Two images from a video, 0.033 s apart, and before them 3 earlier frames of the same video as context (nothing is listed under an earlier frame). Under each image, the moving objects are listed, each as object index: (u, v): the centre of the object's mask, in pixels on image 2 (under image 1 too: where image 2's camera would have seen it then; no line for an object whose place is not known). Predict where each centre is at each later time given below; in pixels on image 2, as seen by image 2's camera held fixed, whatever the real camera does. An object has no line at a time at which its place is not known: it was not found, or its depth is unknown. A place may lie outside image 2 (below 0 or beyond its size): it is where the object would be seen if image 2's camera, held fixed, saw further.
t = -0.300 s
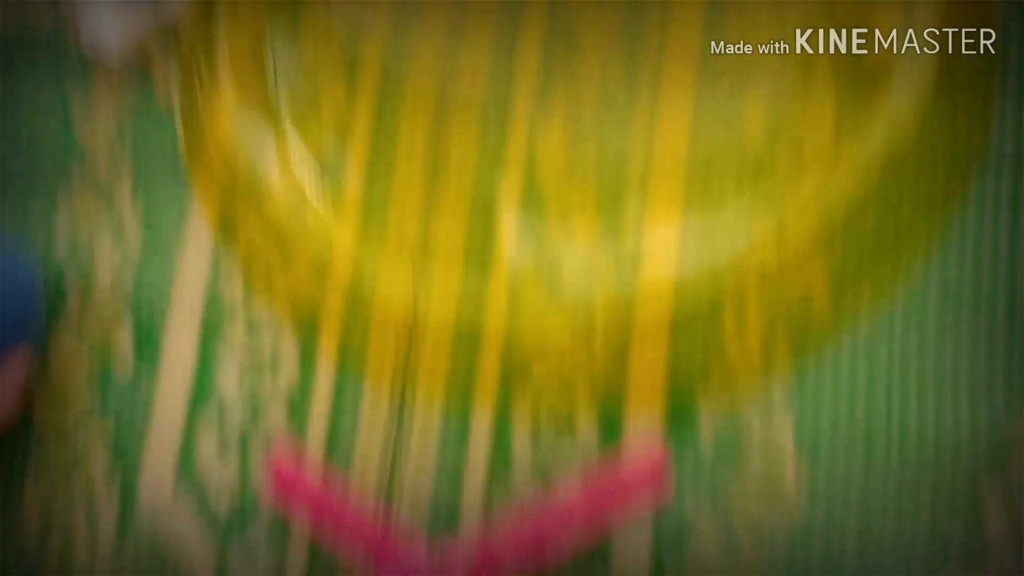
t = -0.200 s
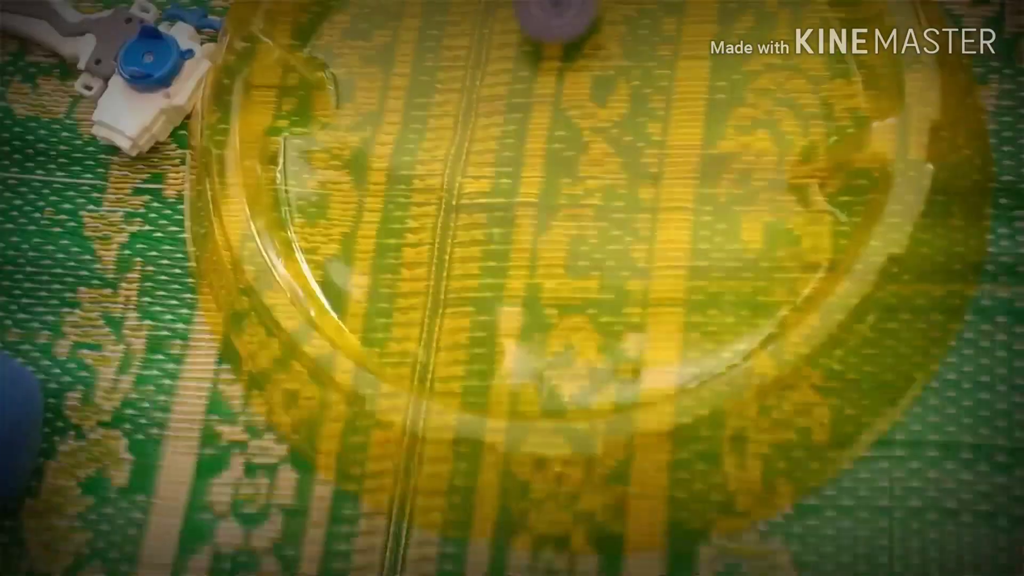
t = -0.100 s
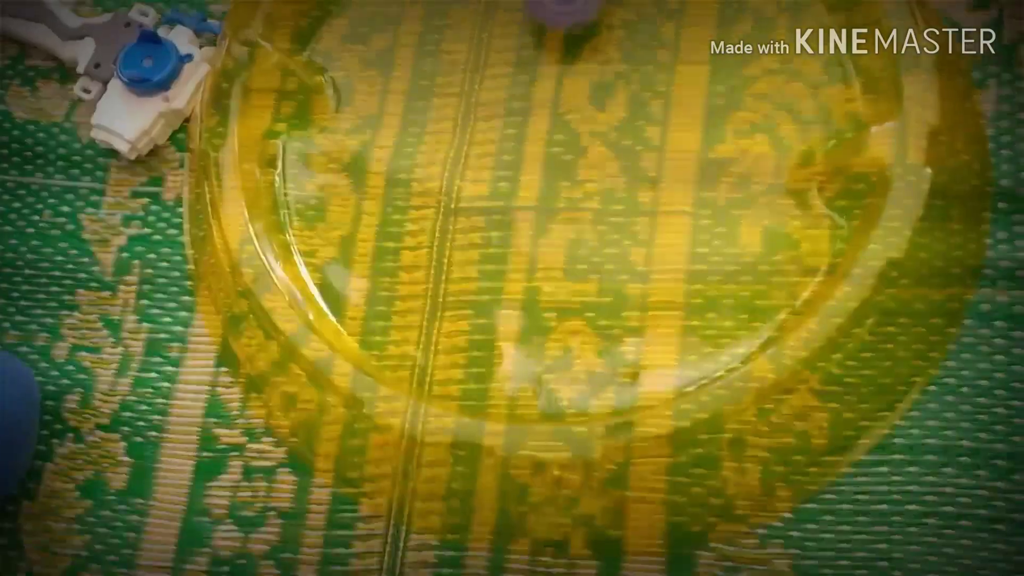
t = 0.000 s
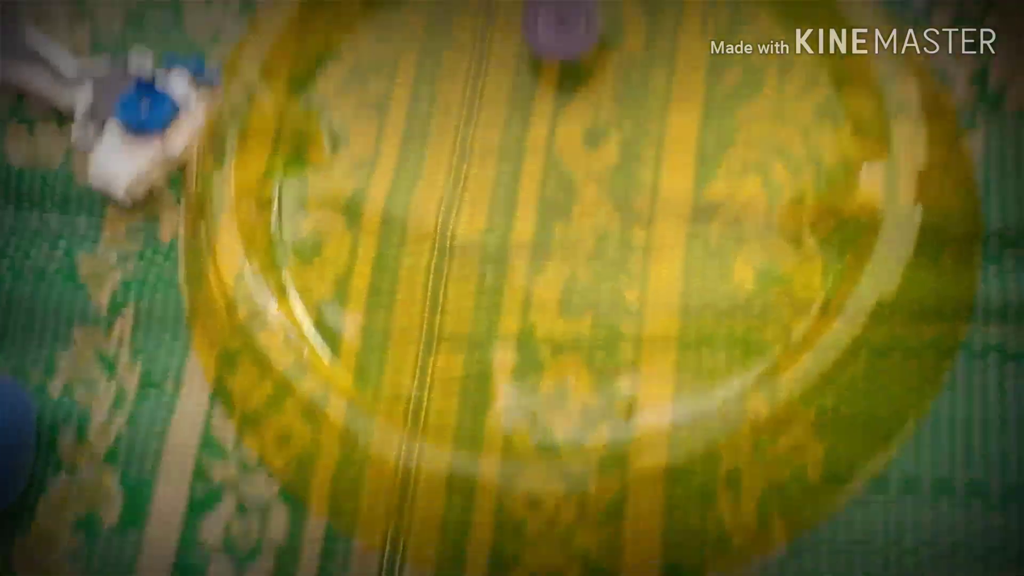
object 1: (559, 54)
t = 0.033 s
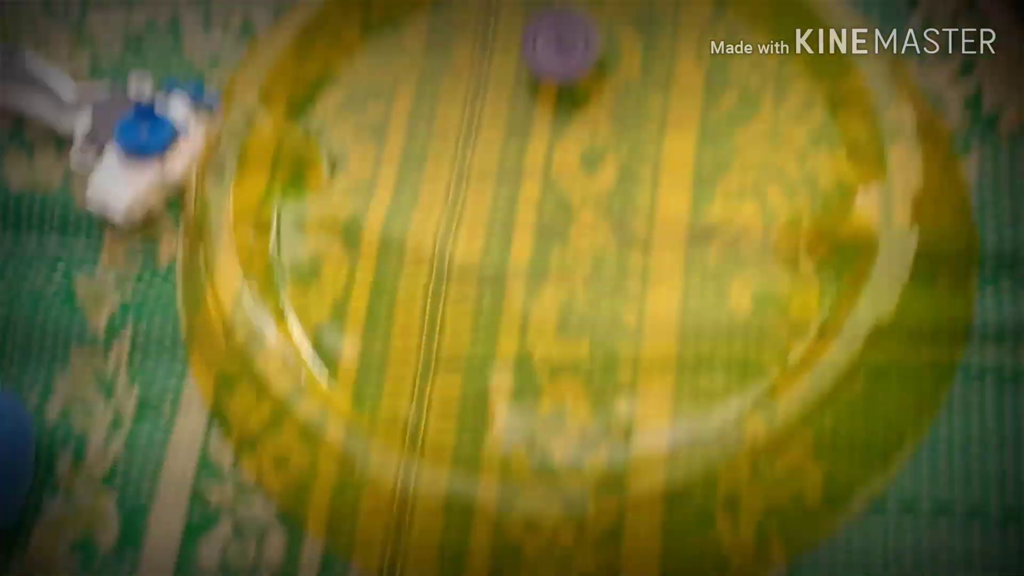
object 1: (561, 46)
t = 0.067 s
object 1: (563, 41)
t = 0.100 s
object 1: (565, 38)
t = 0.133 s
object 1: (567, 37)
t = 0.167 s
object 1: (570, 37)
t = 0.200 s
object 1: (573, 37)
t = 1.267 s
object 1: (655, 197)
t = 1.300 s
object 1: (654, 200)
